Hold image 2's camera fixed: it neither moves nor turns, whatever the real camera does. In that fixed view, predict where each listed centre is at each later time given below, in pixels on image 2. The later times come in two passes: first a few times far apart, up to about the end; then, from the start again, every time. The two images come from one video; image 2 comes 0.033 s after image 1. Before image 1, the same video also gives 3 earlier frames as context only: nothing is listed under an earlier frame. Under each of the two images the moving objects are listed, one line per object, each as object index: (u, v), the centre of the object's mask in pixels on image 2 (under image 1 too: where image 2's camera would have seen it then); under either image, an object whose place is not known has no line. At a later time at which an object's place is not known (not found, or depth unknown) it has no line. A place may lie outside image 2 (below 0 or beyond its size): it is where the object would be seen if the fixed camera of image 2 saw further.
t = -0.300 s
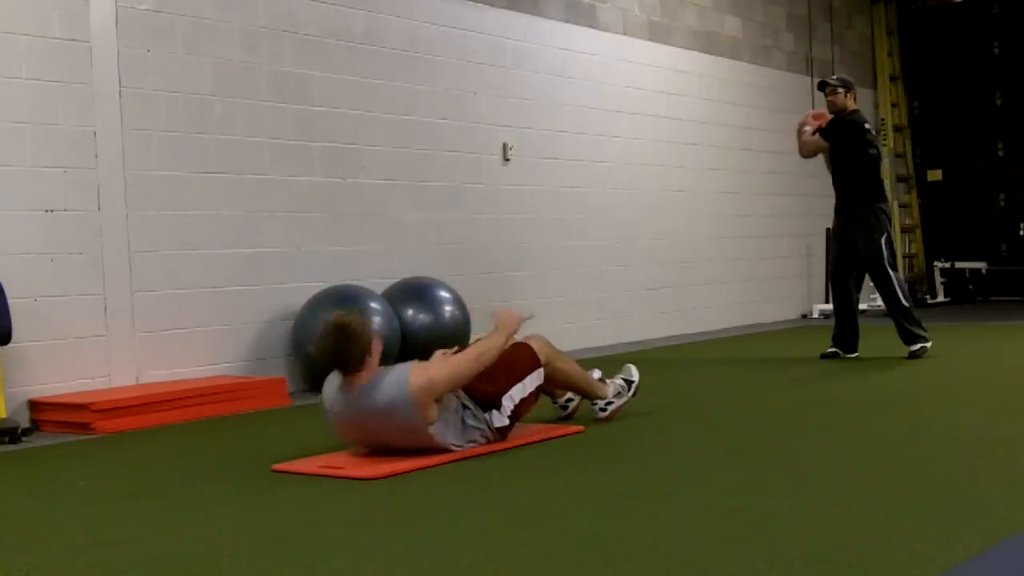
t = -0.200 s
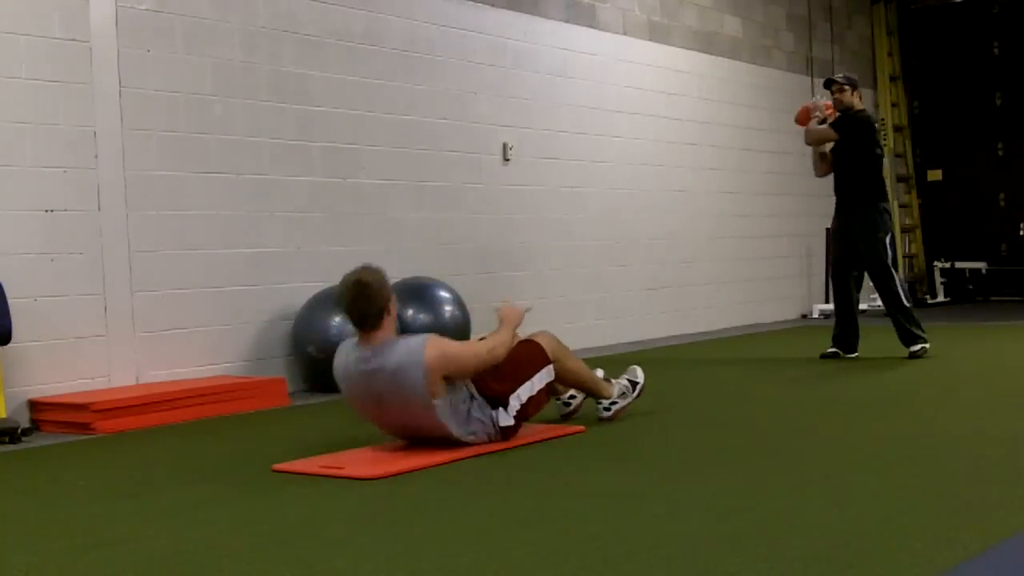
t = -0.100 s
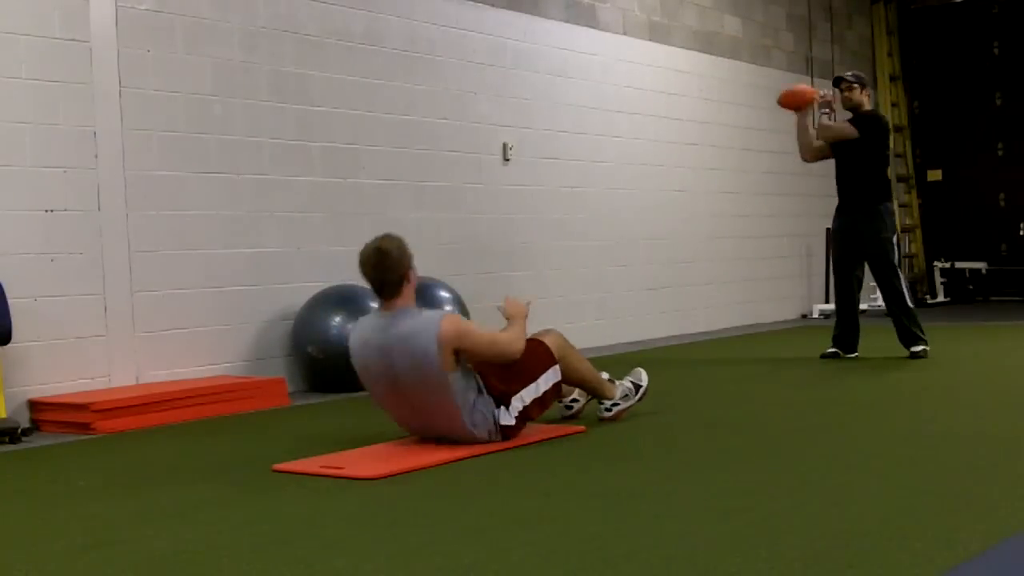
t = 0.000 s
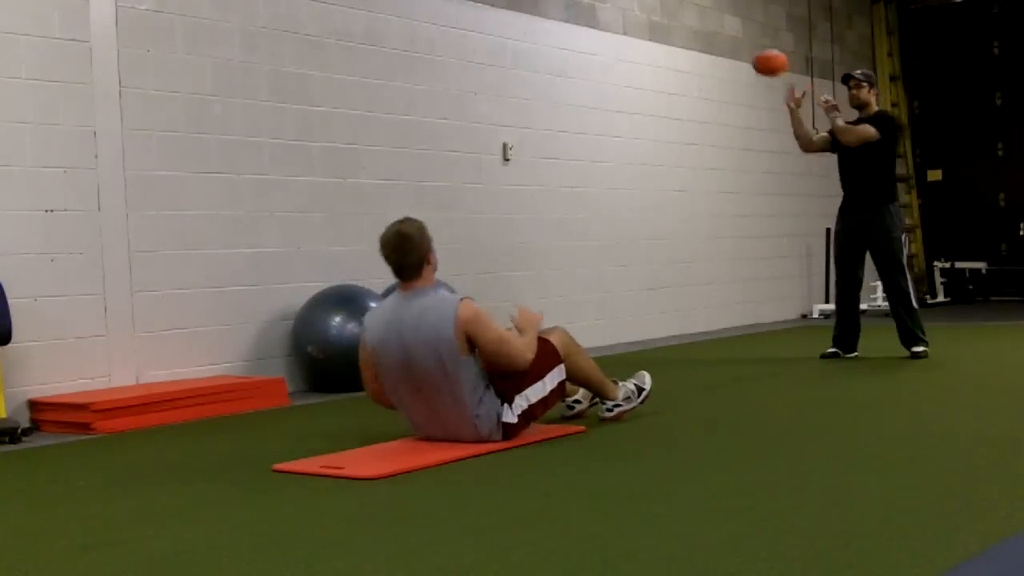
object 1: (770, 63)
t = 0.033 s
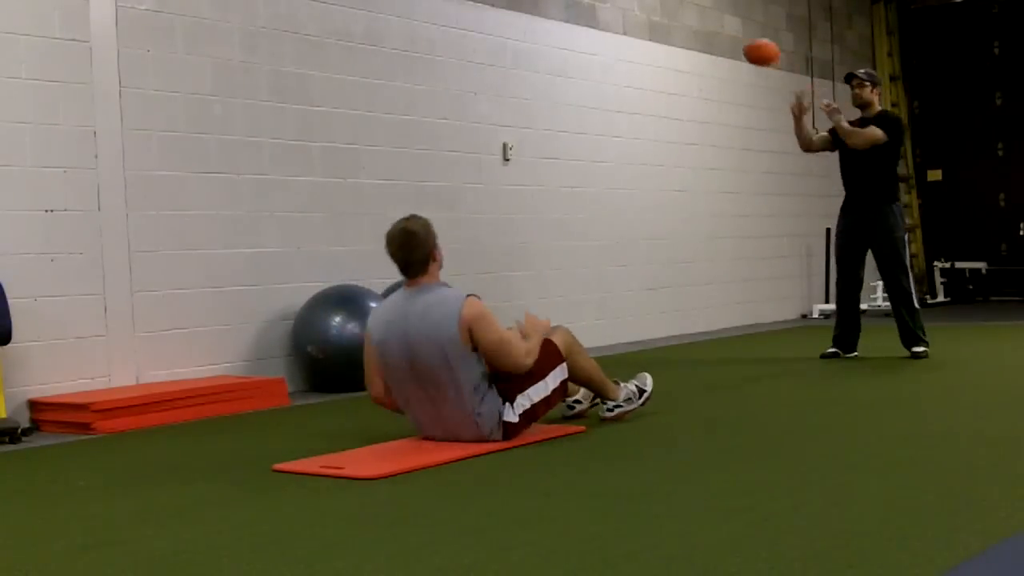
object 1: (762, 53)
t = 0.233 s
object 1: (707, 21)
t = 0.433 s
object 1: (634, 57)
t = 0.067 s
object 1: (752, 43)
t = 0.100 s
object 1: (743, 35)
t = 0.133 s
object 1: (734, 29)
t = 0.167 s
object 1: (723, 24)
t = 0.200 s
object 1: (718, 23)
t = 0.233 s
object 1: (707, 21)
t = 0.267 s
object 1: (697, 21)
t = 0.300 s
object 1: (685, 23)
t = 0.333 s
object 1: (673, 28)
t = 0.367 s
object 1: (661, 35)
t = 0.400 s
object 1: (648, 44)
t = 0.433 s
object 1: (634, 57)
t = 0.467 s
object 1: (621, 72)
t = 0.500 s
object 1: (606, 91)
